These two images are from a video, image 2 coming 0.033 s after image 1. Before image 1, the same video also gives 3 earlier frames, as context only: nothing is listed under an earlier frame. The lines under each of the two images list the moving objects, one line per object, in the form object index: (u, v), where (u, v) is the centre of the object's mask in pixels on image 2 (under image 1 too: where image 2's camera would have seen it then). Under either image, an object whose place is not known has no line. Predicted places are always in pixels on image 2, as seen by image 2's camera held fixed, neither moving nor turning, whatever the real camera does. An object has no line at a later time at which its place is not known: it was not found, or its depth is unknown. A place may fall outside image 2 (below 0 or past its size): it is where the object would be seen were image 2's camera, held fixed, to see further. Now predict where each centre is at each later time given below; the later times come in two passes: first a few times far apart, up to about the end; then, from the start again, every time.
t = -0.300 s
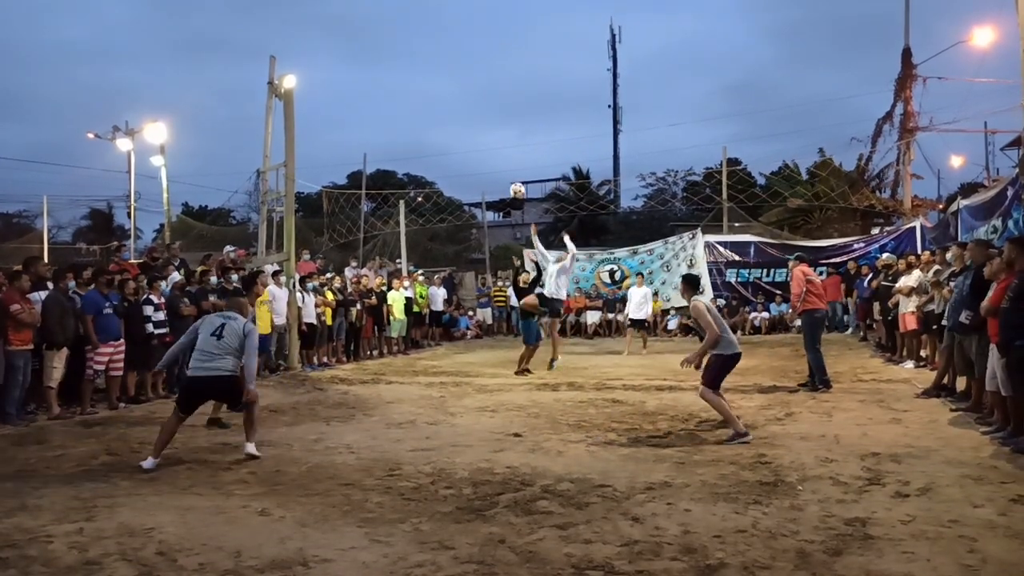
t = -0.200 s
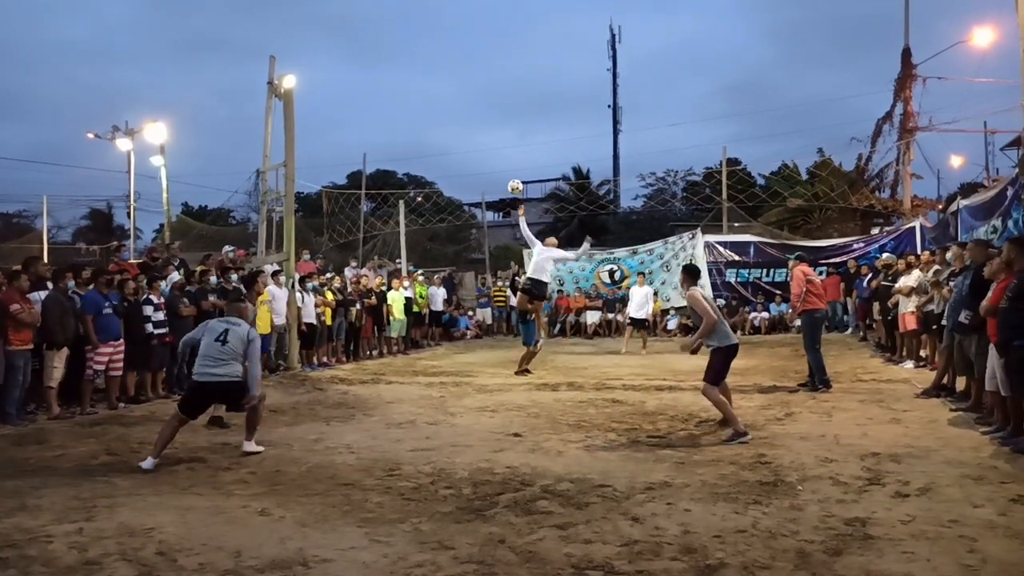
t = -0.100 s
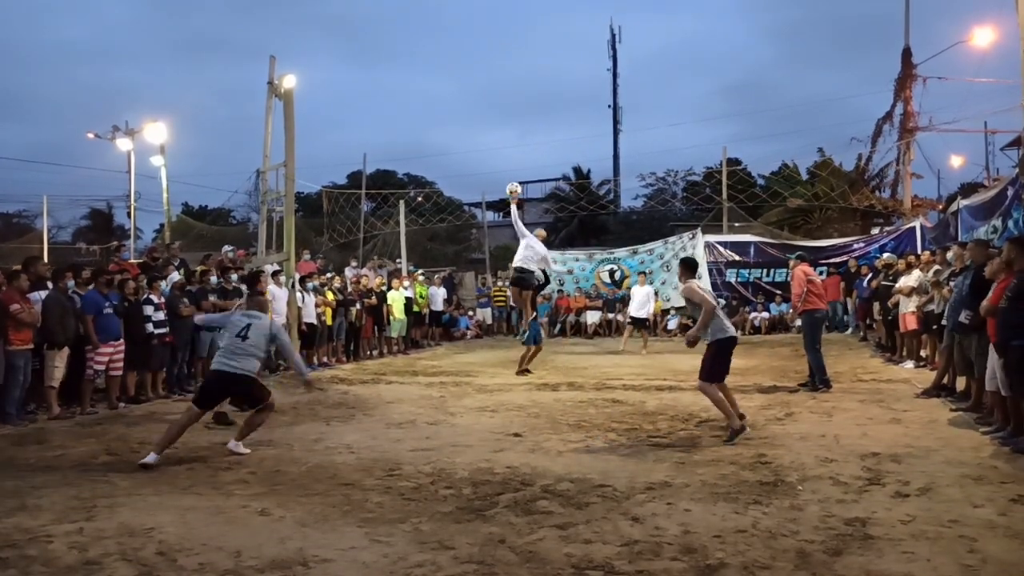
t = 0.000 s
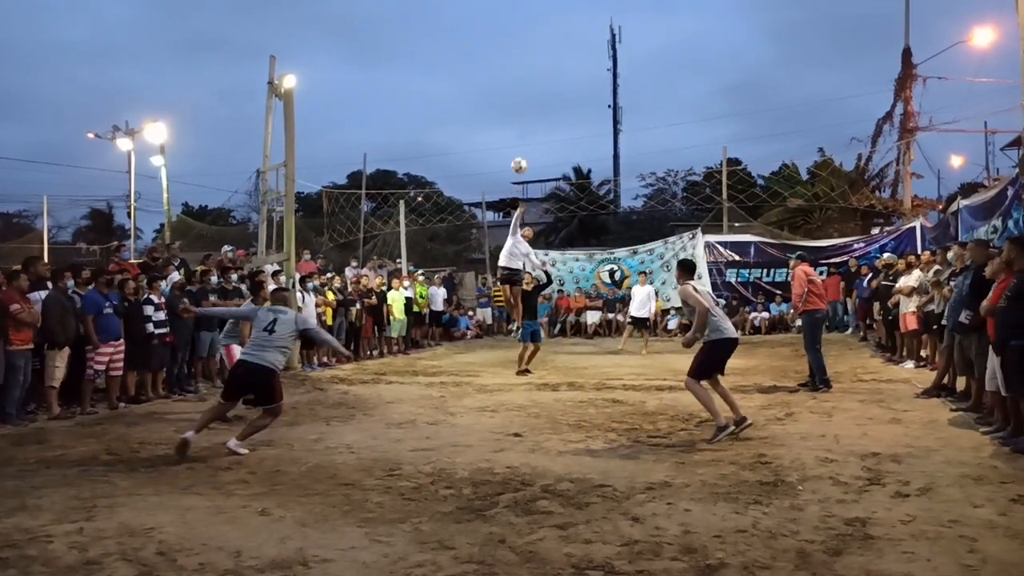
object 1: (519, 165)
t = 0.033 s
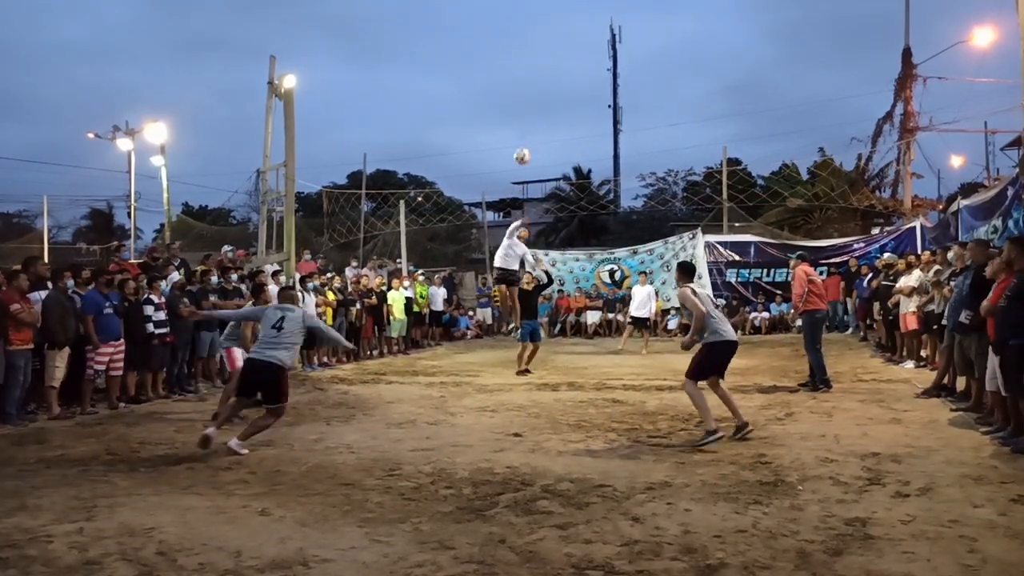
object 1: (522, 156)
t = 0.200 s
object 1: (538, 115)
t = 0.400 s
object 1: (564, 81)
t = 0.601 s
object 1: (605, 77)
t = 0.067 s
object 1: (525, 147)
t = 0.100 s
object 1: (528, 139)
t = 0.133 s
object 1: (531, 130)
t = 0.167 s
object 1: (534, 123)
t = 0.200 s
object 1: (538, 115)
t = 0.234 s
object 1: (542, 108)
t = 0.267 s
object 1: (545, 102)
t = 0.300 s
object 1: (550, 96)
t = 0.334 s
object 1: (554, 90)
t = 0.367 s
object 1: (559, 85)
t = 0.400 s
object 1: (564, 81)
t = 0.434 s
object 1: (569, 79)
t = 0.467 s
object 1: (576, 76)
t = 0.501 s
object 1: (582, 74)
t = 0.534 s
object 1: (589, 74)
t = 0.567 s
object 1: (597, 75)
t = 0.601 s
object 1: (605, 77)
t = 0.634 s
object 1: (614, 81)
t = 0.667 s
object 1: (623, 86)
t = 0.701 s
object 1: (634, 94)
